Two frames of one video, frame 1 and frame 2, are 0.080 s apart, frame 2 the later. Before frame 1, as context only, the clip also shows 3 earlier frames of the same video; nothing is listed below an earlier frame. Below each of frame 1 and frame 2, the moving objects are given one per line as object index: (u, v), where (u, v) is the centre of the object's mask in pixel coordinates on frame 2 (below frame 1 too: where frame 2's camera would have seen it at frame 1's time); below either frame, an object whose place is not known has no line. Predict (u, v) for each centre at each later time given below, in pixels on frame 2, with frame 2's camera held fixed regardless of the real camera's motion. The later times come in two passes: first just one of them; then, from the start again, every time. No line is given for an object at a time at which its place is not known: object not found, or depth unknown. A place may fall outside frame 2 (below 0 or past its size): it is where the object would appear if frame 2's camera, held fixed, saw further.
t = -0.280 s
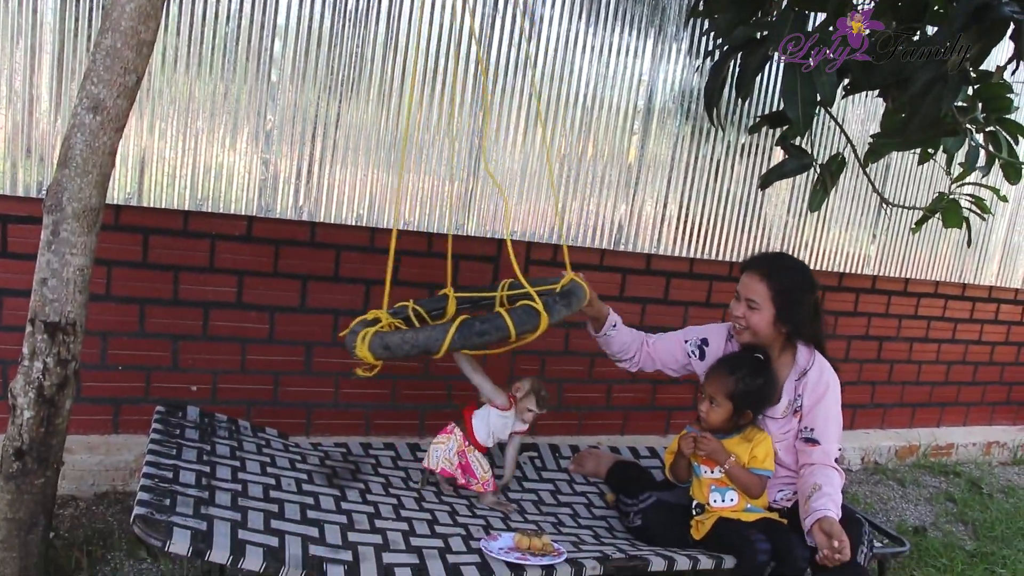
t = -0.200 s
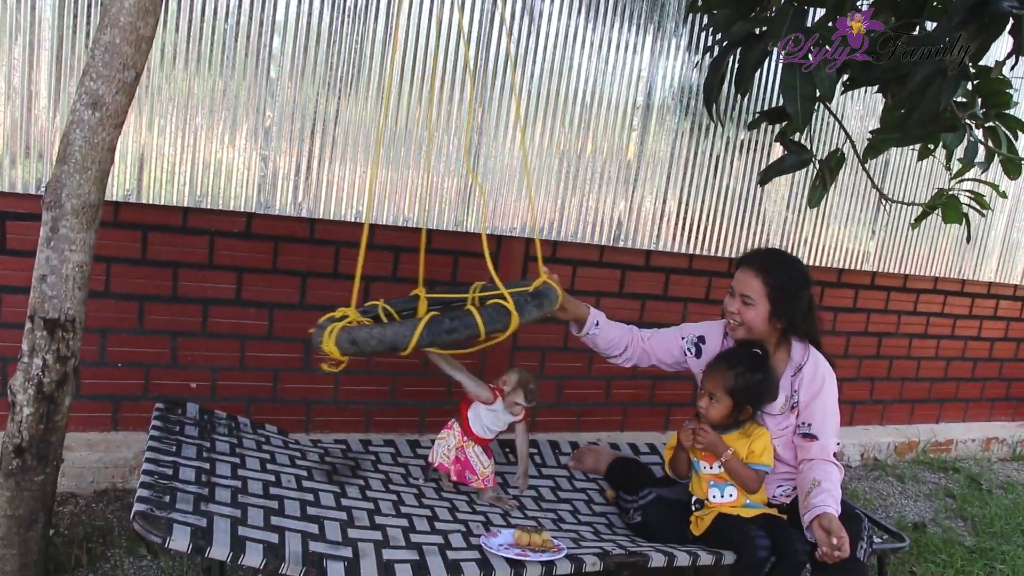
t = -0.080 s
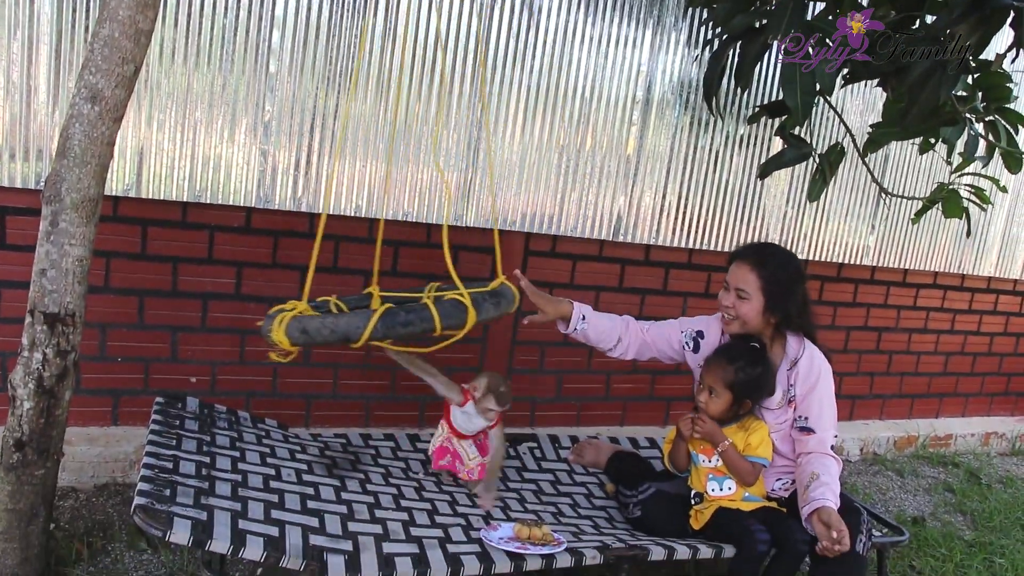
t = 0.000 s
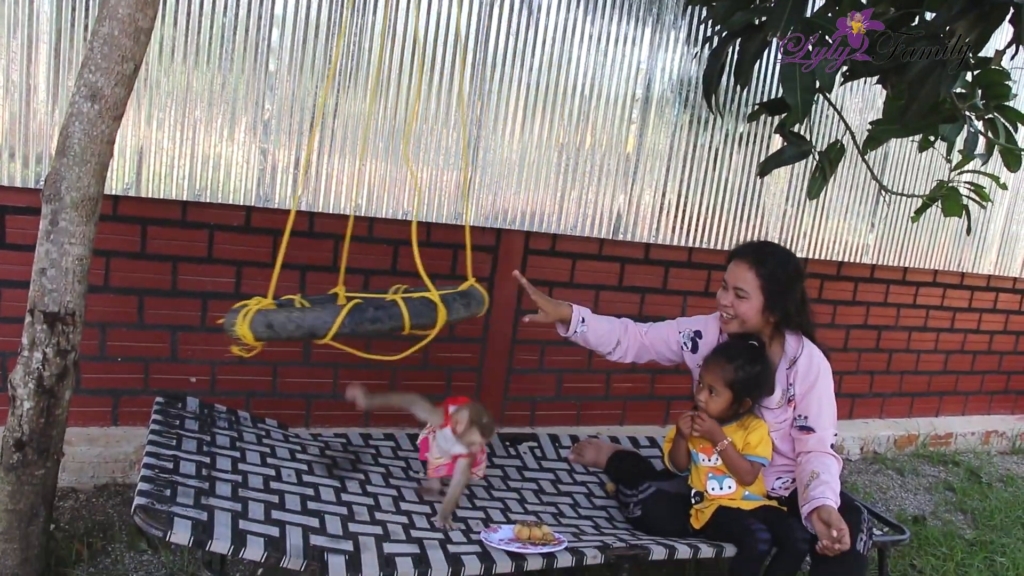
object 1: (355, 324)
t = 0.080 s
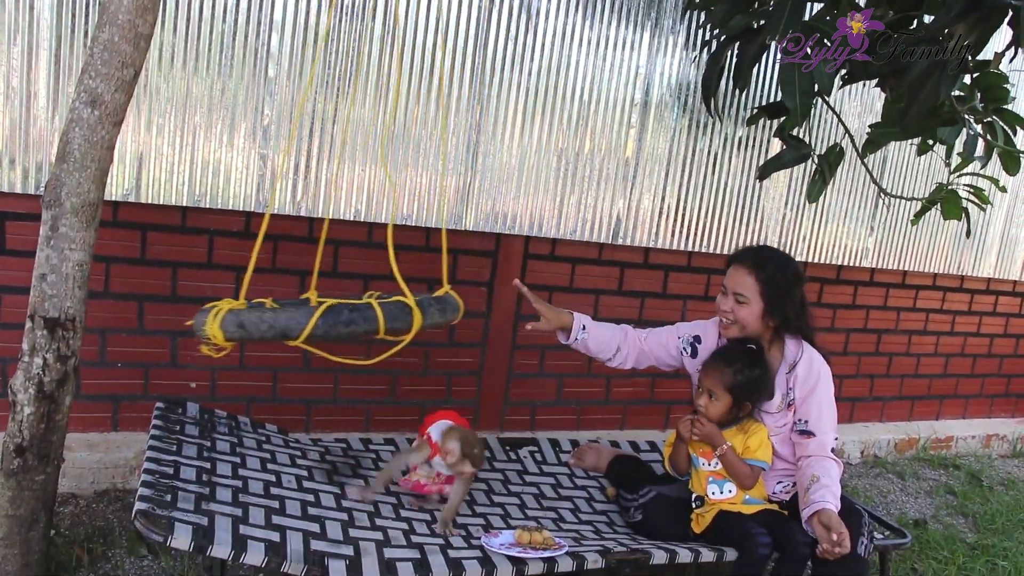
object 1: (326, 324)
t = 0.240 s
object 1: (261, 318)
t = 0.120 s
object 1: (306, 323)
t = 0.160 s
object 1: (292, 323)
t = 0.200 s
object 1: (273, 320)
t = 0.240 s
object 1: (261, 318)
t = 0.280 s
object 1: (250, 316)
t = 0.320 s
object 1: (234, 313)
